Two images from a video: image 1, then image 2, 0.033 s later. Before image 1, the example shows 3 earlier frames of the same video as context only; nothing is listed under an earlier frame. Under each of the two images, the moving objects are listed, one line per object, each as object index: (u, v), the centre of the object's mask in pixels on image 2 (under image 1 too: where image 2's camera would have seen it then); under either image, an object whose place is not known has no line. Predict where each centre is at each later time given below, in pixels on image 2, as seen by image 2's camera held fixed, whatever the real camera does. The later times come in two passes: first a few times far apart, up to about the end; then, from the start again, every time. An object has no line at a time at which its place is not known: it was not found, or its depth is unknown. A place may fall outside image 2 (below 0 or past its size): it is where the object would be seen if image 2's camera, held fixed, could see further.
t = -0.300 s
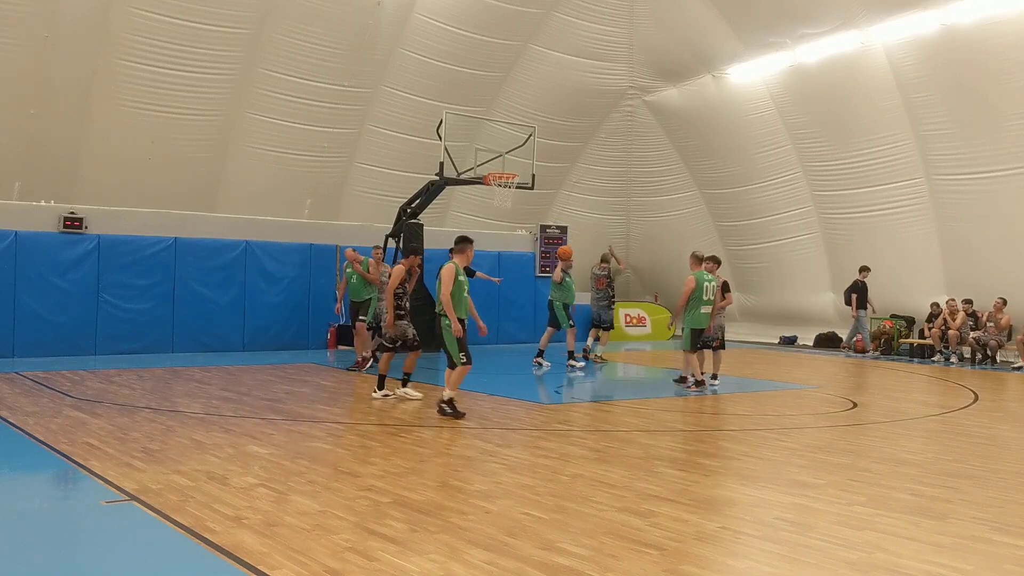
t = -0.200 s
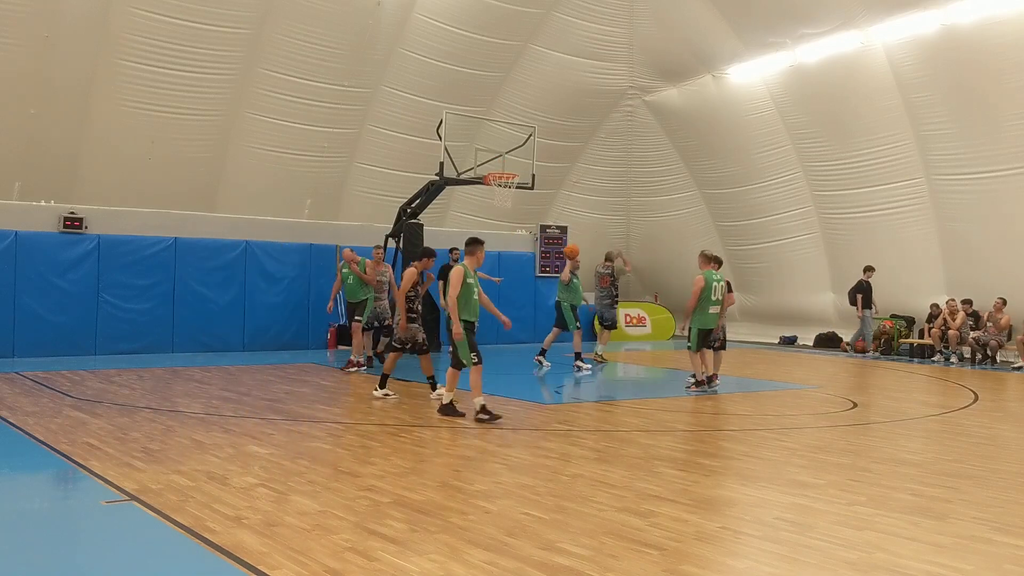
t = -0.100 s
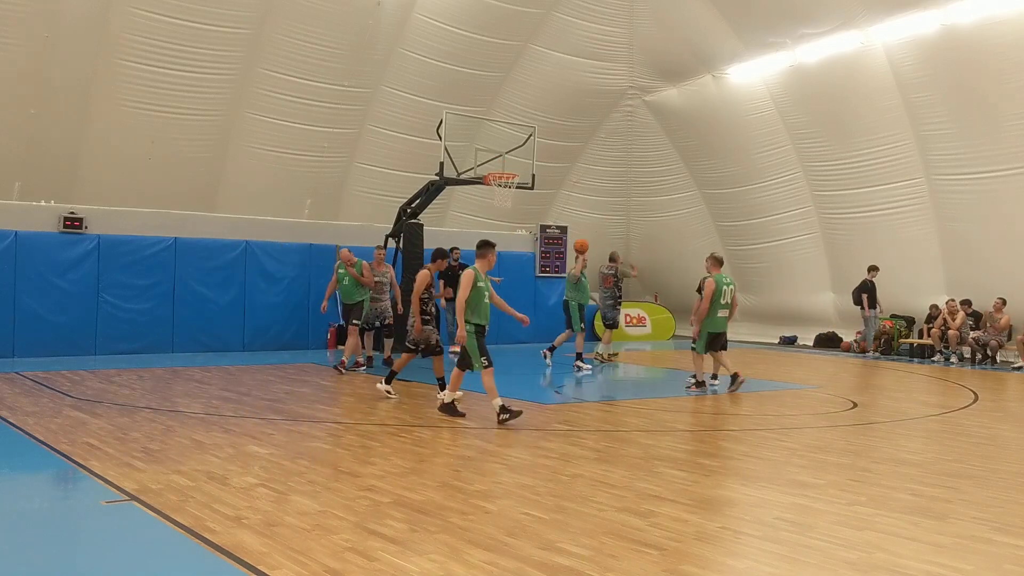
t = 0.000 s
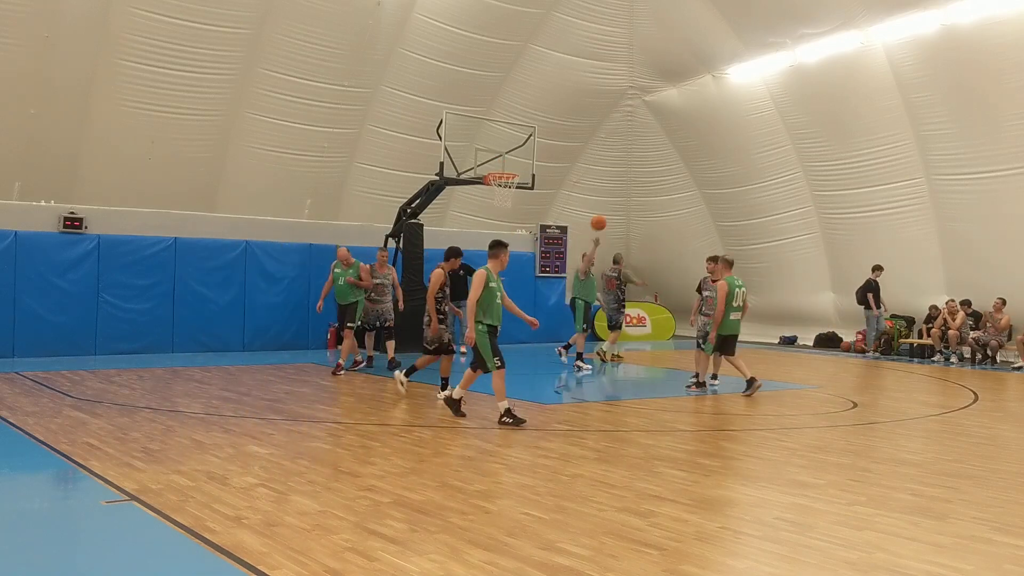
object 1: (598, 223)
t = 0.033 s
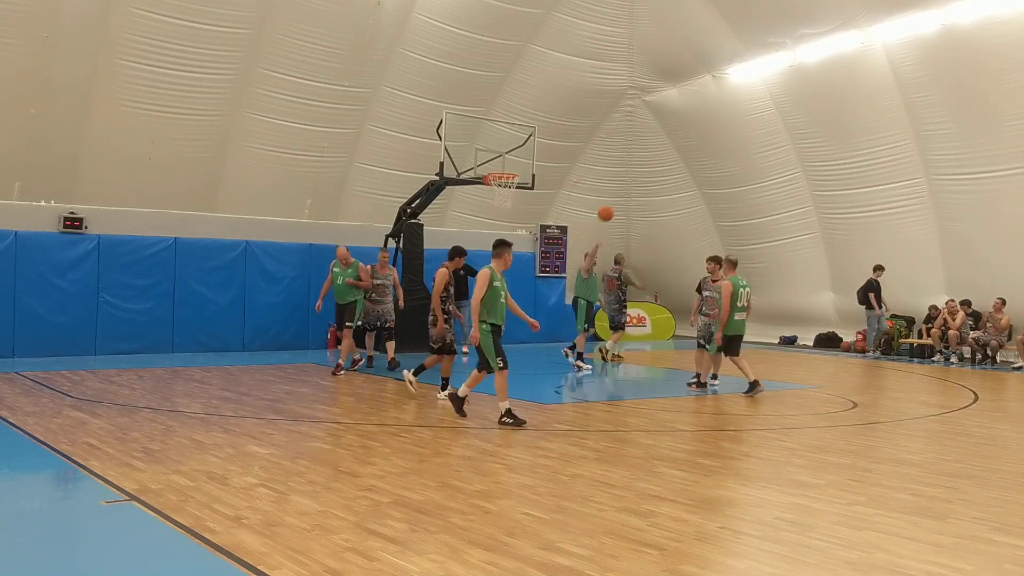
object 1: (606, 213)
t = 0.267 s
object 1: (659, 164)
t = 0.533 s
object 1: (728, 147)
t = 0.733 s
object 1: (787, 169)
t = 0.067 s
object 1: (613, 205)
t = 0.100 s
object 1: (620, 196)
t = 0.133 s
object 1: (628, 189)
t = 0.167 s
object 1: (635, 182)
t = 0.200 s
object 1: (643, 175)
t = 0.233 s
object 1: (651, 169)
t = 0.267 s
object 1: (659, 164)
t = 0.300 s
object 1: (667, 160)
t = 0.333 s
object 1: (675, 156)
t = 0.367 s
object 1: (684, 152)
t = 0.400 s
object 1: (692, 150)
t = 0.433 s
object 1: (701, 148)
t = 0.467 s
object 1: (710, 147)
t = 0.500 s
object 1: (719, 147)
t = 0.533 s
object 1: (728, 147)
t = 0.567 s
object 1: (737, 148)
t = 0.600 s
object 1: (747, 151)
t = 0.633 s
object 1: (757, 154)
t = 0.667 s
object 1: (766, 158)
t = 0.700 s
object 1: (777, 163)
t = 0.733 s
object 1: (787, 169)
